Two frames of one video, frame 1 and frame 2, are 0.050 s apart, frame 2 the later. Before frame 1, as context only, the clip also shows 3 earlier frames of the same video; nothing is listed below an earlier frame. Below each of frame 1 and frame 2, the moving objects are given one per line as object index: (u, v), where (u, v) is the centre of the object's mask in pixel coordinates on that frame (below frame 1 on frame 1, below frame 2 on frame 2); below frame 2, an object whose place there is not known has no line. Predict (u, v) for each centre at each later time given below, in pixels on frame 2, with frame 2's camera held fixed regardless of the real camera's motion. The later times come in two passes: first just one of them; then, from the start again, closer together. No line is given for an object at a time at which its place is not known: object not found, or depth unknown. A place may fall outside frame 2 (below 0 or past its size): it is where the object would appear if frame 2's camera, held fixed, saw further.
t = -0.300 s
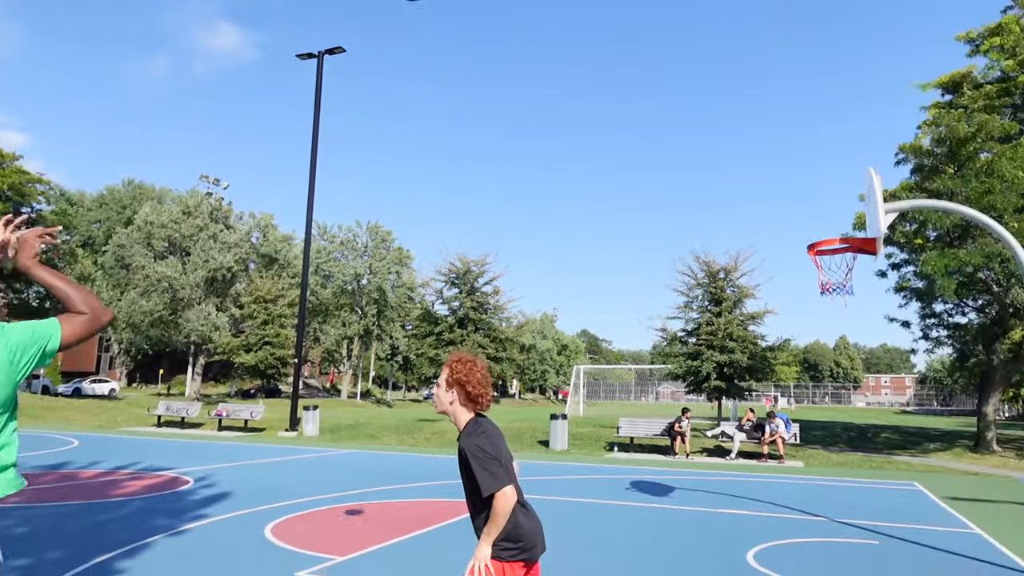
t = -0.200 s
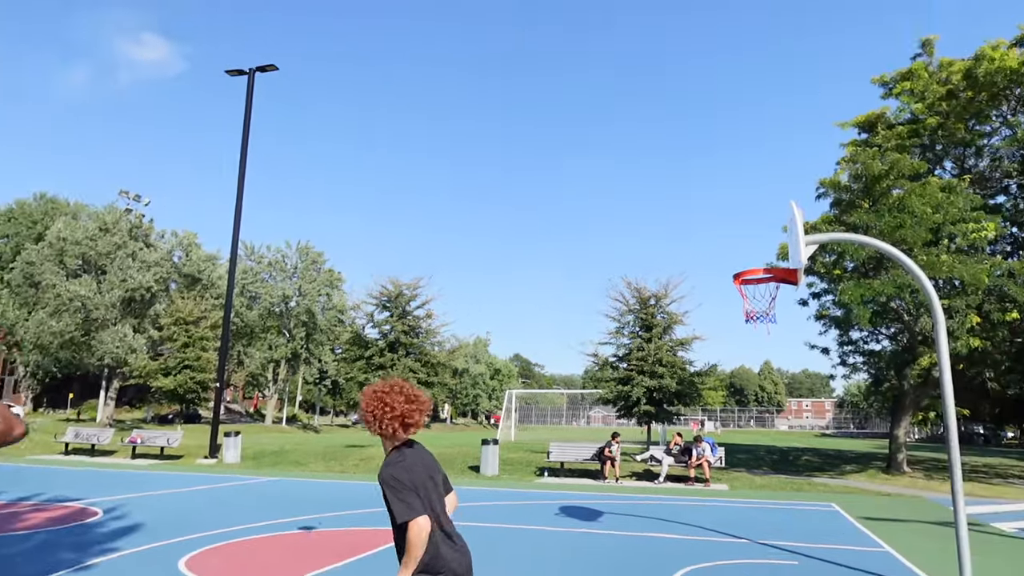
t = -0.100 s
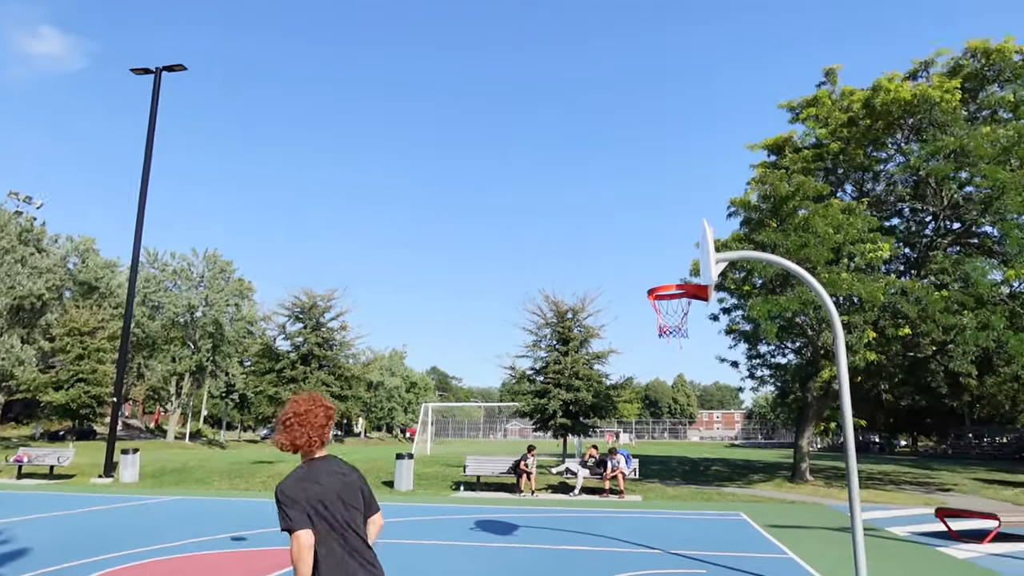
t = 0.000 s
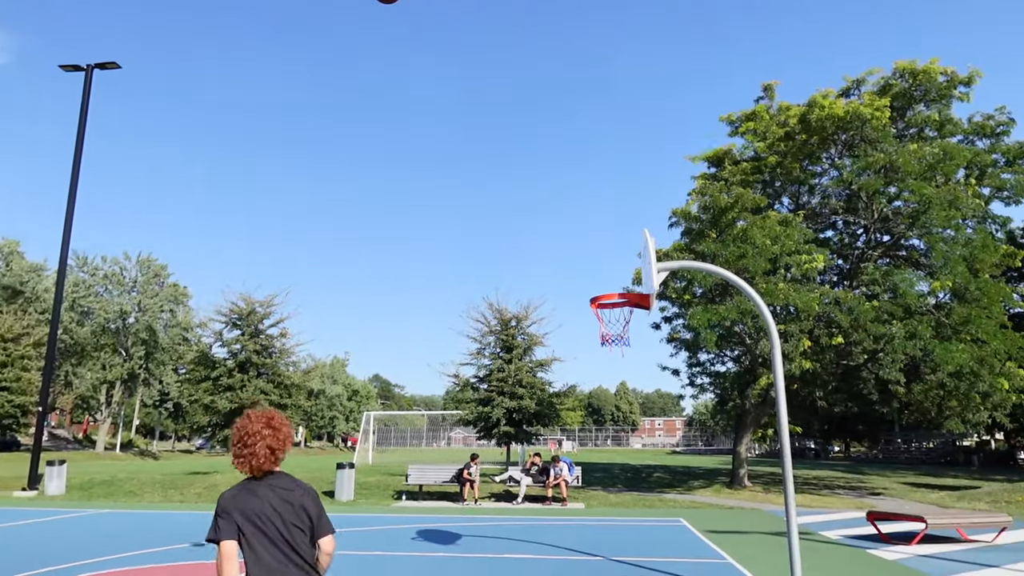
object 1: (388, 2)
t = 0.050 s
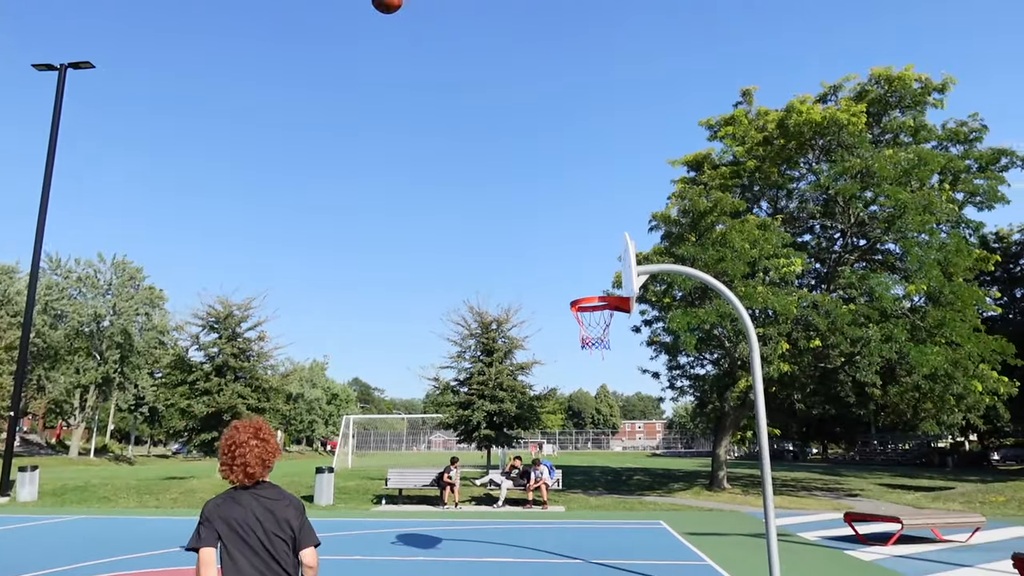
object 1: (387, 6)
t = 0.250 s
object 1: (449, 55)
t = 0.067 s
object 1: (393, 7)
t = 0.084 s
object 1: (398, 8)
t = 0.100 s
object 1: (403, 10)
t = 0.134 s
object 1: (413, 15)
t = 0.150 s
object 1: (418, 20)
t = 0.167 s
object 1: (423, 25)
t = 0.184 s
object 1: (428, 30)
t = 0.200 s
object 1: (433, 35)
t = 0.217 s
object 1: (439, 42)
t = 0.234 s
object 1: (444, 49)
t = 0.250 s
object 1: (449, 55)
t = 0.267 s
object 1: (453, 61)
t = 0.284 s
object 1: (457, 67)
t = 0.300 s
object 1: (461, 73)
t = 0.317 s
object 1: (465, 79)
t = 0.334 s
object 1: (470, 86)
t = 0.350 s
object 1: (474, 93)
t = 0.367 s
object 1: (478, 100)
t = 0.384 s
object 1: (482, 106)
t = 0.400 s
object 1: (486, 114)
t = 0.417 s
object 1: (490, 121)
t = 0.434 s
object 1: (493, 128)
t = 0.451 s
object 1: (496, 135)
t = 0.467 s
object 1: (500, 143)
